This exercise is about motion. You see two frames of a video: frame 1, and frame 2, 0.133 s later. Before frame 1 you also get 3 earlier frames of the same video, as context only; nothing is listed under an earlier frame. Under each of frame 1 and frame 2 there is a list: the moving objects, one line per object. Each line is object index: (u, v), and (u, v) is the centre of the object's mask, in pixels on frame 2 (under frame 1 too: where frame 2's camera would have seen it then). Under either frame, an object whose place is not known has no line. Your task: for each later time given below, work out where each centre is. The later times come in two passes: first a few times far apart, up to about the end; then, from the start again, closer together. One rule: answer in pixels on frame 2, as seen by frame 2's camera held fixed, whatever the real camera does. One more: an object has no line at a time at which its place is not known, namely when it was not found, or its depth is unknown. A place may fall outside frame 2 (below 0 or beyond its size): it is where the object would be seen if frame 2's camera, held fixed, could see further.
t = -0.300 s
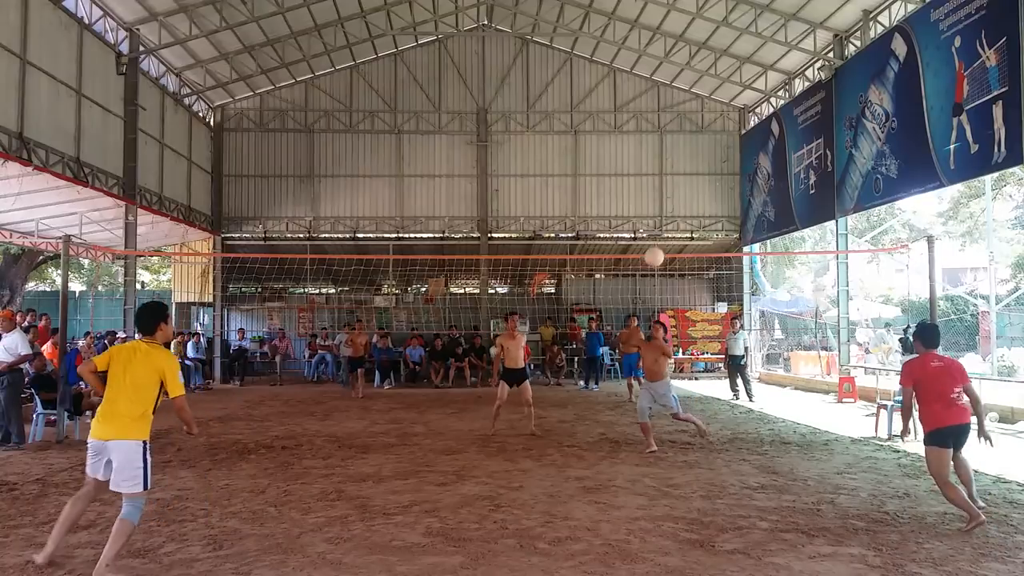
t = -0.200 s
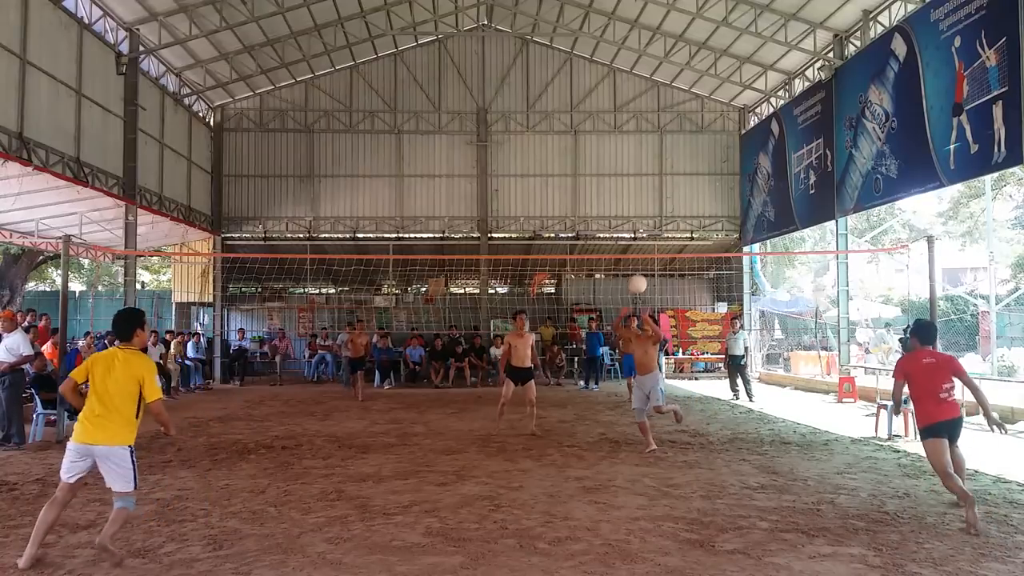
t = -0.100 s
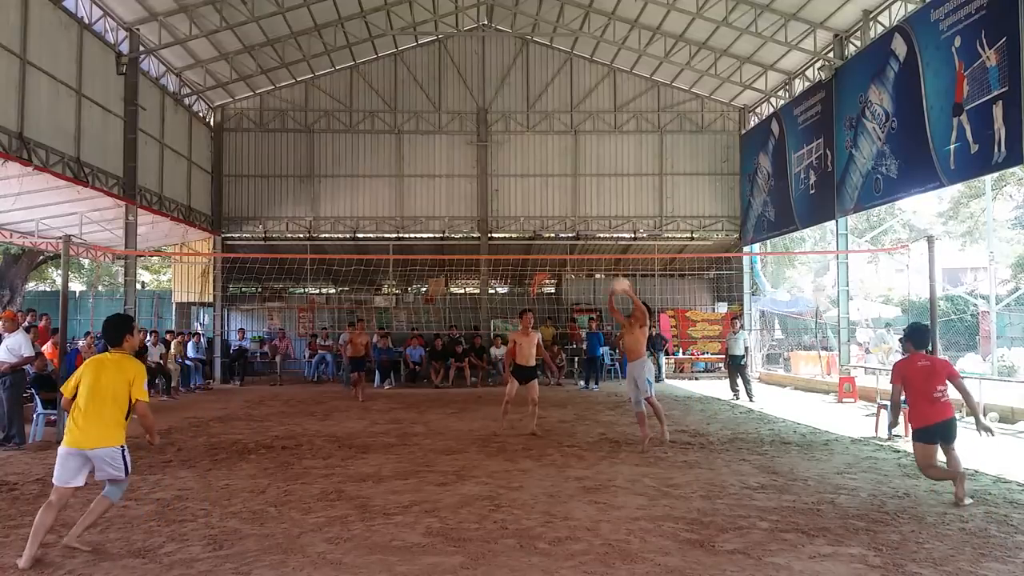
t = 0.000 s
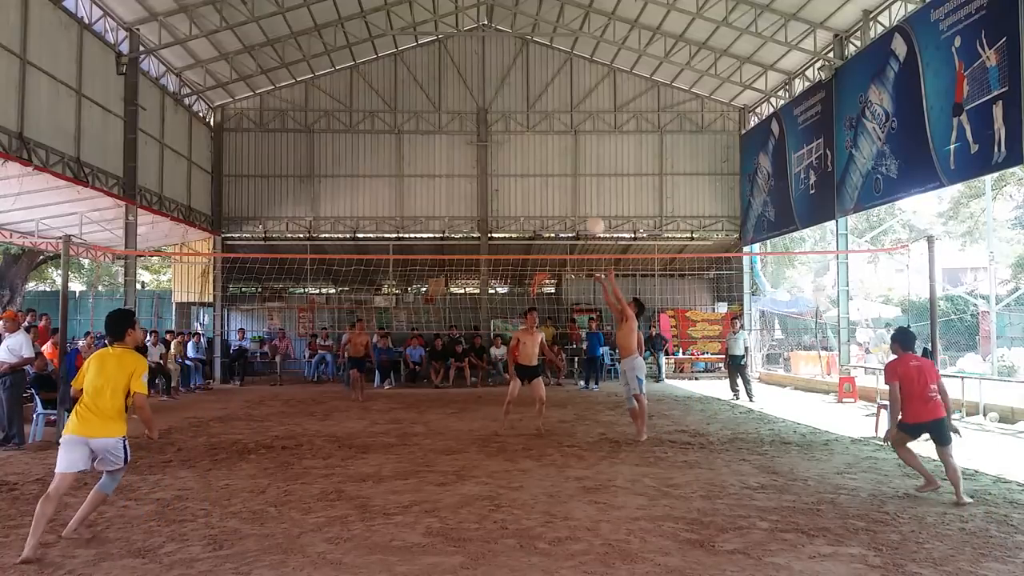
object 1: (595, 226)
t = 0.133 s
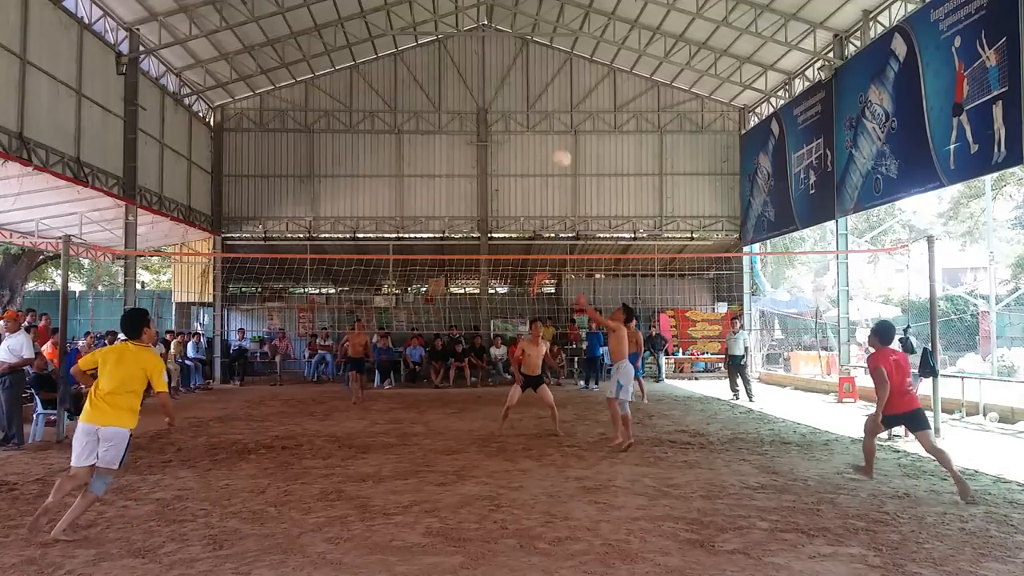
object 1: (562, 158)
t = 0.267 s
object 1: (528, 105)
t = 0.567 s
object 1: (458, 36)
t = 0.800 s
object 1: (404, 31)
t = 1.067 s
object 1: (345, 80)
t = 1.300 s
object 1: (295, 170)
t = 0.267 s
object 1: (528, 105)
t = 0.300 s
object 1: (520, 94)
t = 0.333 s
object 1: (513, 84)
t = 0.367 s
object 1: (504, 74)
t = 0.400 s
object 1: (496, 66)
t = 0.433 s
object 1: (488, 58)
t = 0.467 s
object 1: (481, 51)
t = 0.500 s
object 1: (473, 45)
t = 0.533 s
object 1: (465, 40)
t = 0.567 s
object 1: (458, 36)
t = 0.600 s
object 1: (450, 33)
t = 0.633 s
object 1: (443, 30)
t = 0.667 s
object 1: (435, 29)
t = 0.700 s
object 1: (427, 28)
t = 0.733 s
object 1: (420, 29)
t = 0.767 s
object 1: (412, 29)
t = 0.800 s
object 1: (404, 31)
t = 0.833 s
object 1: (397, 34)
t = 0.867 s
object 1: (390, 38)
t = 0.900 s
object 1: (382, 43)
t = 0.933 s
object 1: (375, 48)
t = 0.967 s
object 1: (367, 54)
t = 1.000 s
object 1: (360, 63)
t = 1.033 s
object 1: (352, 71)
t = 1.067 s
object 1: (345, 80)
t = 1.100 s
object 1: (338, 90)
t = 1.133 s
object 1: (330, 102)
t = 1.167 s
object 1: (323, 114)
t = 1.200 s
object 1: (316, 126)
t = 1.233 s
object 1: (309, 141)
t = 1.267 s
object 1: (302, 155)
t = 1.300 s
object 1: (295, 170)
